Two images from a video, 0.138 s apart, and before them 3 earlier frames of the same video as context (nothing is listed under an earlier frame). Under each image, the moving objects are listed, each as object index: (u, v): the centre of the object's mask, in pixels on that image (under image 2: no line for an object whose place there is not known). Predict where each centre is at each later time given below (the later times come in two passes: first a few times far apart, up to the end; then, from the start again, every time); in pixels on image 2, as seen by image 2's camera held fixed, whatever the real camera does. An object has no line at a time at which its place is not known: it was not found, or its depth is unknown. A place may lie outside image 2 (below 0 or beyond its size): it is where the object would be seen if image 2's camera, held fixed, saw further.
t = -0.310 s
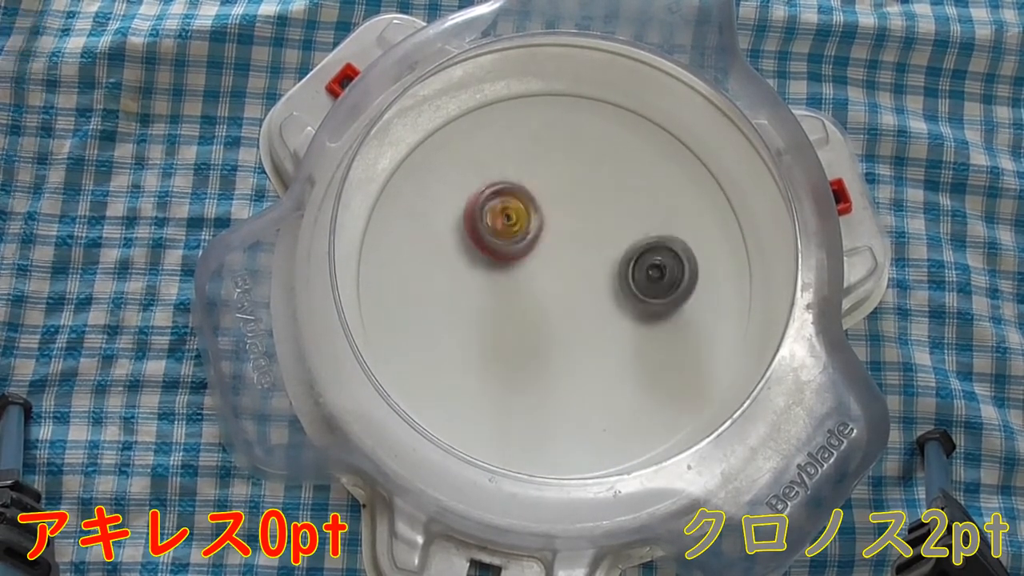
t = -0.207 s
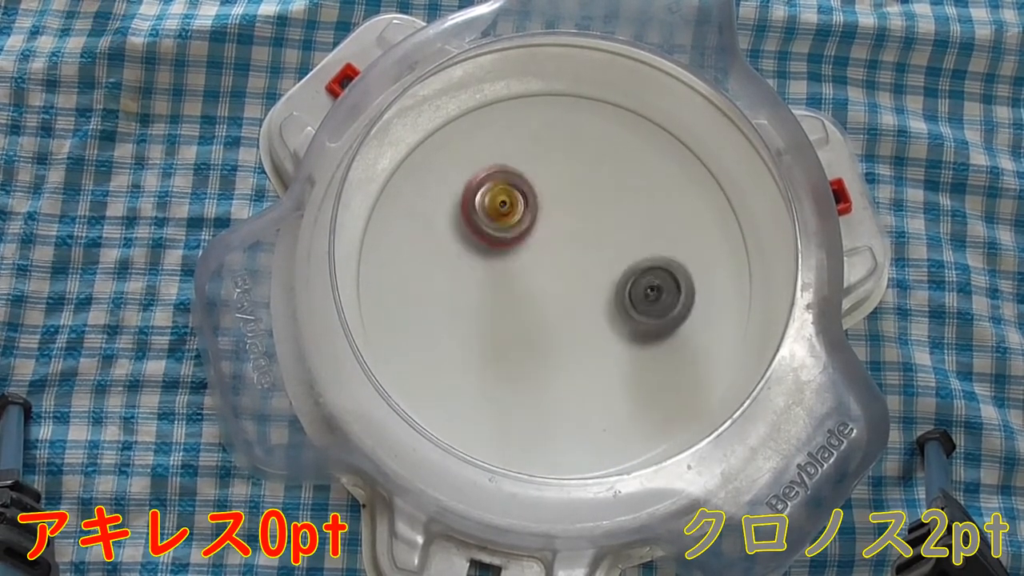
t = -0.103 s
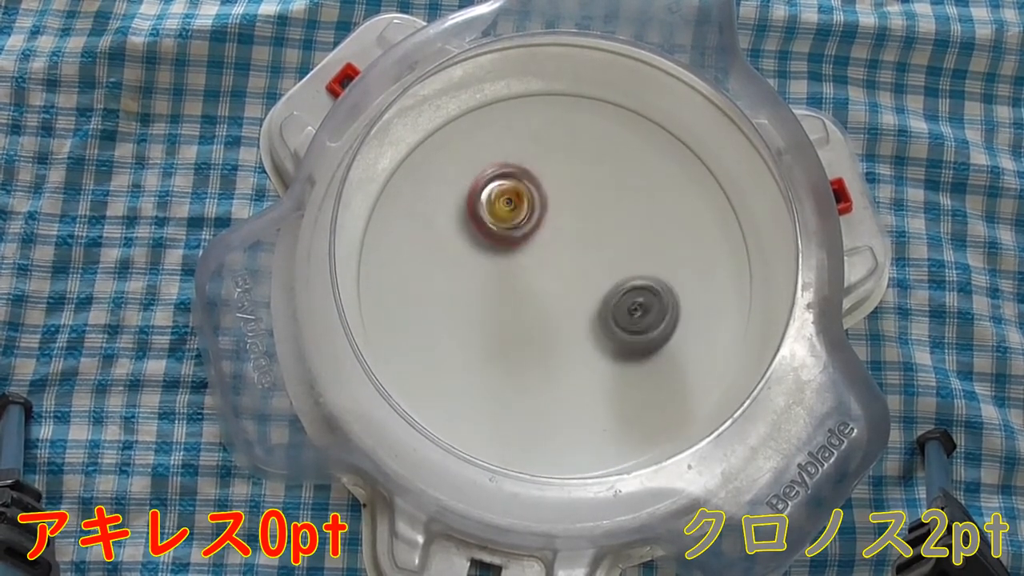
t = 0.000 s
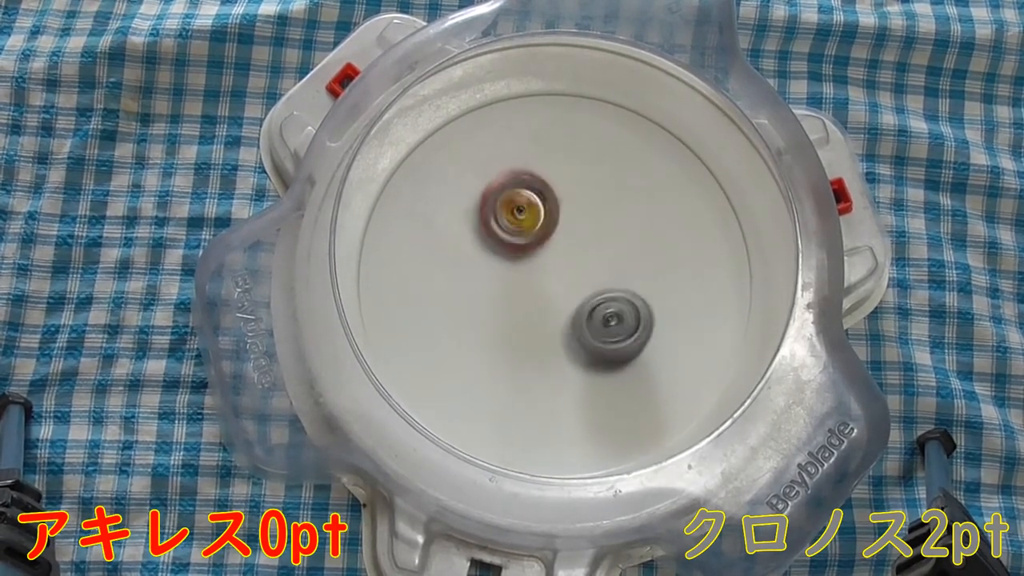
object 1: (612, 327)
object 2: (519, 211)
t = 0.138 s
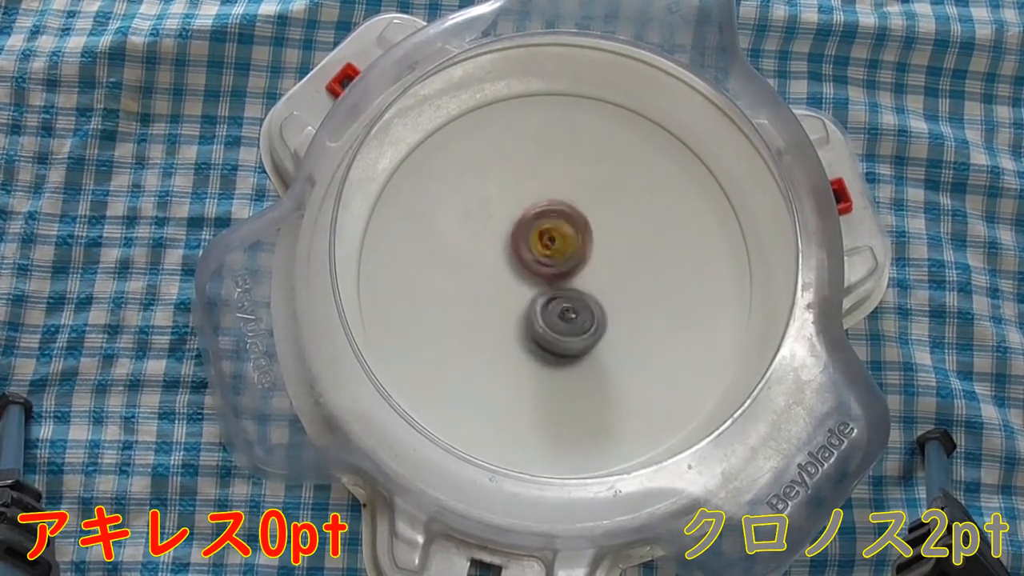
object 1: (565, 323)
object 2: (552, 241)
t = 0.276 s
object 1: (536, 318)
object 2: (580, 245)
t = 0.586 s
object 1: (542, 256)
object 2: (620, 276)
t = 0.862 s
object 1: (570, 245)
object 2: (606, 325)
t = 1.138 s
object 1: (611, 260)
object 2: (549, 325)
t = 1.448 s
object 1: (622, 290)
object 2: (561, 250)
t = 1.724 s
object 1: (582, 308)
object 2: (604, 229)
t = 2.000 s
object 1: (503, 278)
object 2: (593, 261)
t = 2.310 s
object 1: (484, 257)
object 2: (570, 250)
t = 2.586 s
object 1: (485, 257)
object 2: (593, 260)
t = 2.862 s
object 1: (486, 257)
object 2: (577, 252)
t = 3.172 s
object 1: (486, 256)
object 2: (584, 259)
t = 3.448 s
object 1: (487, 256)
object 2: (585, 259)
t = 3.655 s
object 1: (487, 256)
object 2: (584, 259)
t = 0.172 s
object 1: (556, 325)
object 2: (559, 242)
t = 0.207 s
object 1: (550, 324)
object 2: (565, 243)
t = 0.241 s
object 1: (543, 322)
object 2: (574, 245)
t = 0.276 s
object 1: (536, 318)
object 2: (580, 245)
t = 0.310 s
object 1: (531, 313)
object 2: (588, 247)
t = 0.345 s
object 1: (525, 306)
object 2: (594, 248)
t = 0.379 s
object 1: (524, 297)
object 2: (599, 250)
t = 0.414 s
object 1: (523, 289)
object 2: (604, 252)
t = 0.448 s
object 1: (525, 282)
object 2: (610, 257)
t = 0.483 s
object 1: (527, 274)
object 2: (614, 261)
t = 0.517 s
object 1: (531, 268)
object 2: (617, 266)
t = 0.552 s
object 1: (536, 261)
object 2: (619, 271)
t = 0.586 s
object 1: (542, 256)
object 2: (620, 276)
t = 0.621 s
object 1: (545, 253)
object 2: (622, 281)
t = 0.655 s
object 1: (550, 249)
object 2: (619, 290)
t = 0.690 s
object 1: (549, 243)
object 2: (621, 302)
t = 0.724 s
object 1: (550, 238)
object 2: (620, 309)
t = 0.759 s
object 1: (554, 237)
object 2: (617, 312)
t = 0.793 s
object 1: (559, 238)
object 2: (615, 316)
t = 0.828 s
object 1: (566, 241)
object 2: (611, 321)
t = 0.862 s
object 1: (570, 245)
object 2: (606, 325)
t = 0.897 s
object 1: (575, 250)
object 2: (598, 328)
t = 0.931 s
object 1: (579, 250)
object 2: (593, 331)
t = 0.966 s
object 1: (583, 253)
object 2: (585, 331)
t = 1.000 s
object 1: (587, 254)
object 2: (577, 333)
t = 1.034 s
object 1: (593, 257)
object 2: (570, 331)
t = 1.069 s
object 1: (600, 258)
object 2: (563, 330)
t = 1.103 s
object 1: (607, 259)
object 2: (555, 328)
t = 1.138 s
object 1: (611, 260)
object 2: (549, 325)
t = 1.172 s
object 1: (618, 264)
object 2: (547, 314)
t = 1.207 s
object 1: (619, 265)
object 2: (548, 307)
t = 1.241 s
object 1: (622, 268)
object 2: (549, 299)
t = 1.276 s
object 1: (623, 274)
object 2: (550, 290)
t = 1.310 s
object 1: (627, 279)
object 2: (550, 279)
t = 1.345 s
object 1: (626, 283)
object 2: (550, 269)
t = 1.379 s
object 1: (625, 284)
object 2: (553, 261)
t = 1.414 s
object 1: (625, 286)
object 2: (557, 254)
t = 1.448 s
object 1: (622, 290)
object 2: (561, 250)
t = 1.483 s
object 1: (618, 299)
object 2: (565, 245)
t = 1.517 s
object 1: (612, 306)
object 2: (570, 236)
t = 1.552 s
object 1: (606, 307)
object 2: (577, 231)
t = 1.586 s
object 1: (604, 305)
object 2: (583, 227)
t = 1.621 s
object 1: (599, 306)
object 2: (589, 226)
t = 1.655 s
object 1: (596, 303)
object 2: (593, 229)
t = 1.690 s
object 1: (590, 307)
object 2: (599, 228)
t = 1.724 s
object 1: (582, 308)
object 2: (604, 229)
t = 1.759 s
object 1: (575, 307)
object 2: (609, 234)
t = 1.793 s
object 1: (569, 302)
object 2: (611, 239)
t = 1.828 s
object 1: (558, 300)
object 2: (615, 243)
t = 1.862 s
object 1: (545, 297)
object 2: (616, 248)
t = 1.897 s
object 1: (531, 292)
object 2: (614, 252)
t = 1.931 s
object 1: (521, 287)
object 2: (608, 256)
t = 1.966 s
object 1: (511, 283)
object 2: (602, 259)
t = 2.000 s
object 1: (503, 278)
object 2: (593, 261)
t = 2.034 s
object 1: (497, 274)
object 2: (585, 261)
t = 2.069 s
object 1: (492, 271)
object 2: (576, 258)
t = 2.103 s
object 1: (489, 268)
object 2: (570, 257)
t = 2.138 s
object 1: (487, 265)
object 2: (563, 255)
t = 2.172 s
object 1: (486, 264)
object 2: (559, 253)
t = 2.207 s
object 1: (485, 262)
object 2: (557, 248)
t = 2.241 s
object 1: (485, 261)
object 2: (558, 247)
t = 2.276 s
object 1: (483, 258)
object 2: (564, 250)
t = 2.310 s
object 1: (484, 257)
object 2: (570, 250)
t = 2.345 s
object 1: (486, 255)
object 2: (573, 249)
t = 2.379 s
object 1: (487, 253)
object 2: (576, 252)
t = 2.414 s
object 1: (487, 252)
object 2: (578, 254)
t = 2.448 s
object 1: (487, 251)
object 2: (582, 256)
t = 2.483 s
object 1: (487, 252)
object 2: (587, 258)
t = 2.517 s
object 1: (487, 253)
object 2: (590, 259)
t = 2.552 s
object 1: (486, 256)
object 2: (592, 260)
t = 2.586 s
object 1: (485, 257)
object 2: (593, 260)
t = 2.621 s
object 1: (485, 257)
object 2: (593, 260)
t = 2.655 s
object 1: (485, 257)
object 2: (591, 259)
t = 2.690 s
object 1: (487, 255)
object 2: (587, 258)
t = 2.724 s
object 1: (487, 253)
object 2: (583, 258)
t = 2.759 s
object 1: (487, 253)
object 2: (580, 256)
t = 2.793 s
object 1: (487, 253)
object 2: (578, 255)
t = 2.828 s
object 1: (487, 255)
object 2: (577, 253)
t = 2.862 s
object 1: (486, 257)
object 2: (577, 252)
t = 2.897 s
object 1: (485, 258)
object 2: (576, 252)
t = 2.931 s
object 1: (486, 257)
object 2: (577, 252)
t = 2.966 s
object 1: (487, 255)
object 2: (577, 253)
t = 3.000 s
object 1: (487, 254)
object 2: (577, 254)
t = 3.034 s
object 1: (487, 254)
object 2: (578, 255)
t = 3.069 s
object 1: (487, 255)
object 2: (579, 256)
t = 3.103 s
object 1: (486, 257)
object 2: (580, 257)
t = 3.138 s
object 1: (486, 257)
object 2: (582, 258)
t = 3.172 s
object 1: (486, 256)
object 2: (584, 259)
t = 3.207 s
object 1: (487, 255)
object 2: (586, 259)
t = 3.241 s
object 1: (487, 255)
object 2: (587, 260)
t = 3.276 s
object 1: (486, 256)
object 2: (585, 259)
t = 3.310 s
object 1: (486, 257)
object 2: (583, 259)
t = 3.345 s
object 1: (486, 257)
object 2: (583, 259)
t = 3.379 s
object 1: (487, 255)
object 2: (583, 259)
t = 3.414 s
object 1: (487, 255)
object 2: (584, 259)
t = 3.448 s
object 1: (487, 256)
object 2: (585, 259)
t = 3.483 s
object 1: (486, 257)
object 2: (585, 259)
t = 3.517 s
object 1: (486, 257)
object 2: (585, 259)
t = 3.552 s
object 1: (487, 256)
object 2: (584, 259)
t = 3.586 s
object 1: (487, 255)
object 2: (584, 259)
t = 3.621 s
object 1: (487, 255)
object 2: (584, 259)
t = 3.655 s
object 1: (487, 256)
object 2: (584, 259)
